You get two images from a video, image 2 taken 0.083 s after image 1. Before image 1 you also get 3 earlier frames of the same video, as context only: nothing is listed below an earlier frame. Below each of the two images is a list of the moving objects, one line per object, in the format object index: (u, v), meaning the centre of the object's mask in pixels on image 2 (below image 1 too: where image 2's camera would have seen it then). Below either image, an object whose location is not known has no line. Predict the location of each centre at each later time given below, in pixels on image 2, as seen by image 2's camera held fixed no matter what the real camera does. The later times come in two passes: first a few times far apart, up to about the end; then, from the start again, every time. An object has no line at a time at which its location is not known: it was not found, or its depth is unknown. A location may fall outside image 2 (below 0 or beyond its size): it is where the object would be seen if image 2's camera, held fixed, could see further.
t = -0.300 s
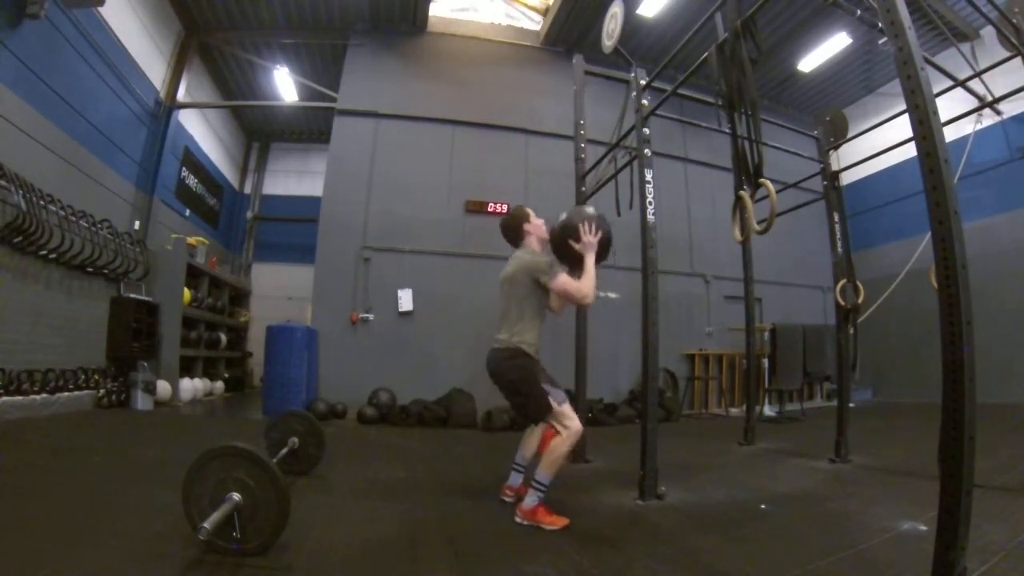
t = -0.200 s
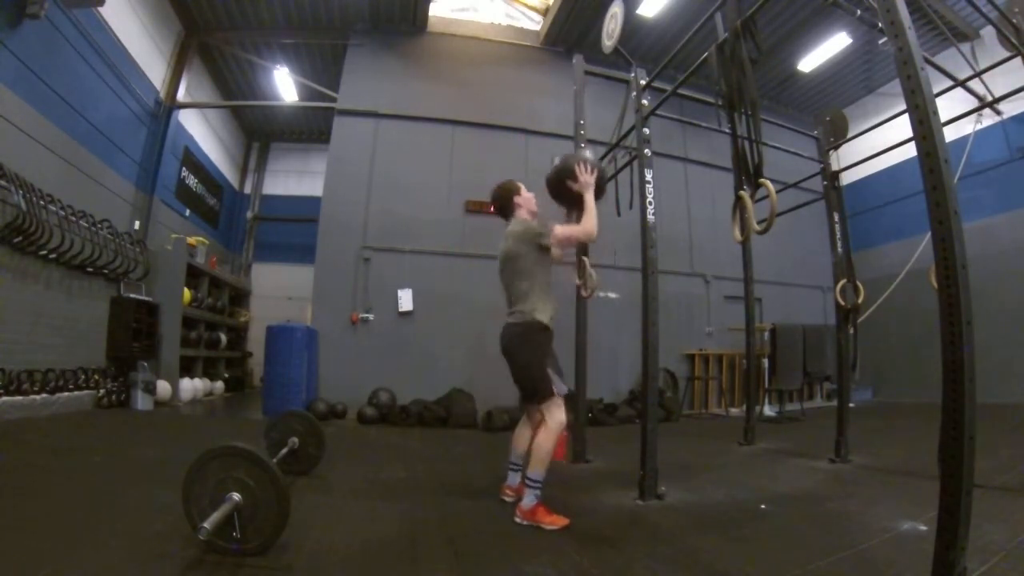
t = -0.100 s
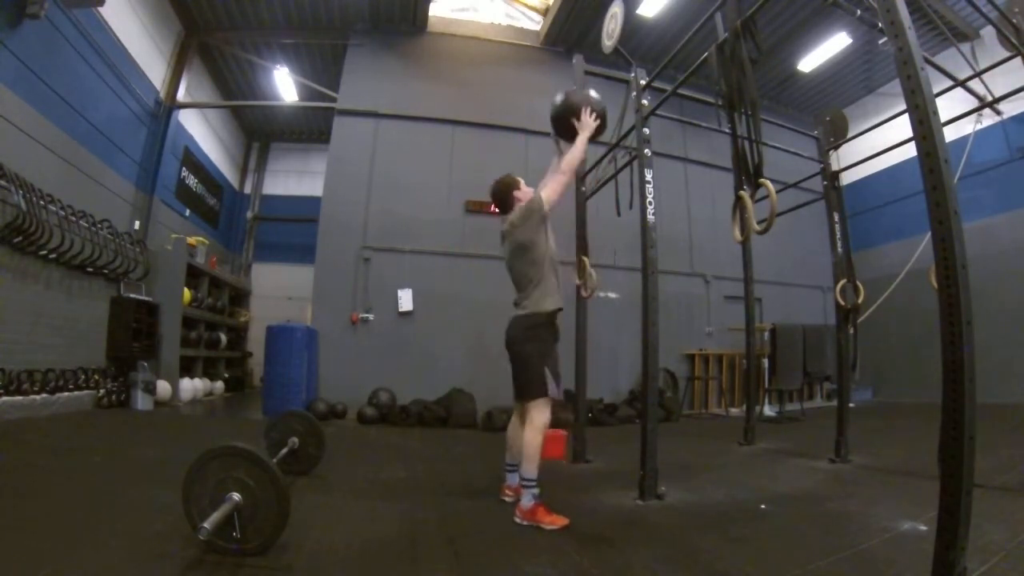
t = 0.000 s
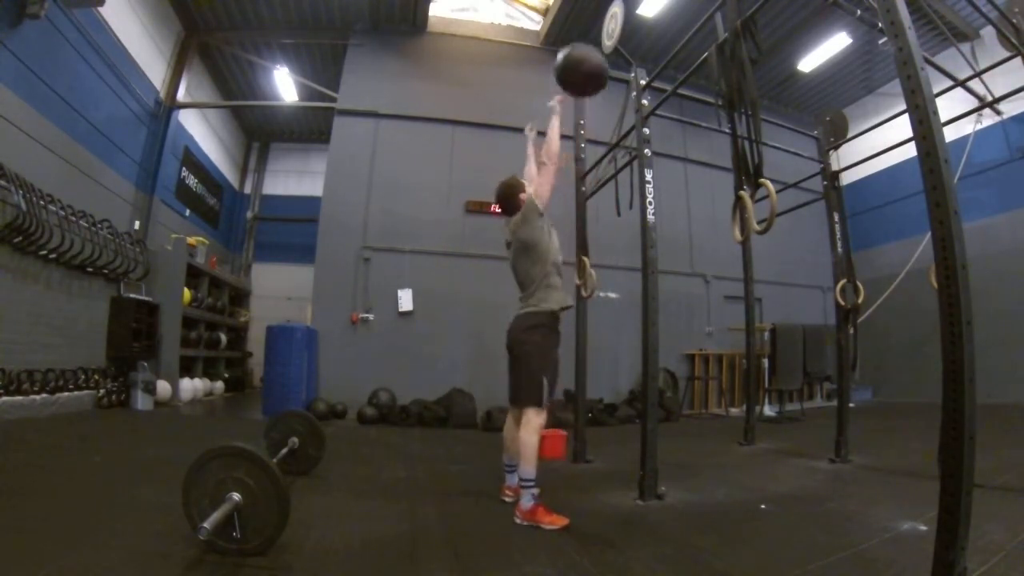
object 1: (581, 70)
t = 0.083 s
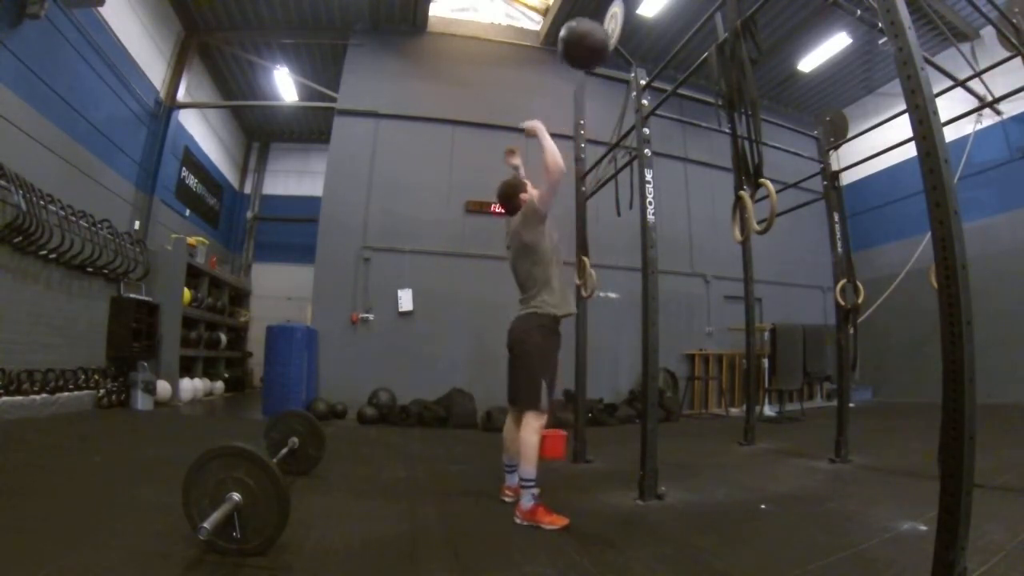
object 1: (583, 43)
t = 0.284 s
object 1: (591, 19)
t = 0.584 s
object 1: (588, 51)
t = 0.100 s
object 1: (584, 40)
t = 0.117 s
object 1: (584, 36)
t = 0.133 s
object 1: (585, 33)
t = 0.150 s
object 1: (586, 29)
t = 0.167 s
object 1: (586, 27)
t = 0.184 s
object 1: (587, 25)
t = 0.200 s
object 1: (588, 23)
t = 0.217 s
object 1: (589, 21)
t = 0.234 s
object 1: (590, 20)
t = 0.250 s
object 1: (591, 20)
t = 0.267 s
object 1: (591, 19)
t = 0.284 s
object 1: (591, 19)
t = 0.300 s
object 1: (592, 19)
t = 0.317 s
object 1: (592, 19)
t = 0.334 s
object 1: (592, 19)
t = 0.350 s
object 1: (591, 19)
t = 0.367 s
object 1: (591, 19)
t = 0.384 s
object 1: (591, 20)
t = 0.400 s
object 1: (591, 20)
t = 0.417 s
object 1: (590, 21)
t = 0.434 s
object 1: (590, 23)
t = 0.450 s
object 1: (589, 24)
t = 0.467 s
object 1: (589, 26)
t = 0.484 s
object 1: (589, 28)
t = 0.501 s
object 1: (588, 32)
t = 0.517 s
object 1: (588, 36)
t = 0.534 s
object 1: (588, 38)
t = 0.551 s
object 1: (587, 42)
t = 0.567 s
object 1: (588, 46)
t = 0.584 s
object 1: (588, 51)
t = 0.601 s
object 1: (588, 57)
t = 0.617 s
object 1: (588, 63)
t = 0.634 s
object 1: (588, 68)
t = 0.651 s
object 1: (588, 75)
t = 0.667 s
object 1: (588, 82)
